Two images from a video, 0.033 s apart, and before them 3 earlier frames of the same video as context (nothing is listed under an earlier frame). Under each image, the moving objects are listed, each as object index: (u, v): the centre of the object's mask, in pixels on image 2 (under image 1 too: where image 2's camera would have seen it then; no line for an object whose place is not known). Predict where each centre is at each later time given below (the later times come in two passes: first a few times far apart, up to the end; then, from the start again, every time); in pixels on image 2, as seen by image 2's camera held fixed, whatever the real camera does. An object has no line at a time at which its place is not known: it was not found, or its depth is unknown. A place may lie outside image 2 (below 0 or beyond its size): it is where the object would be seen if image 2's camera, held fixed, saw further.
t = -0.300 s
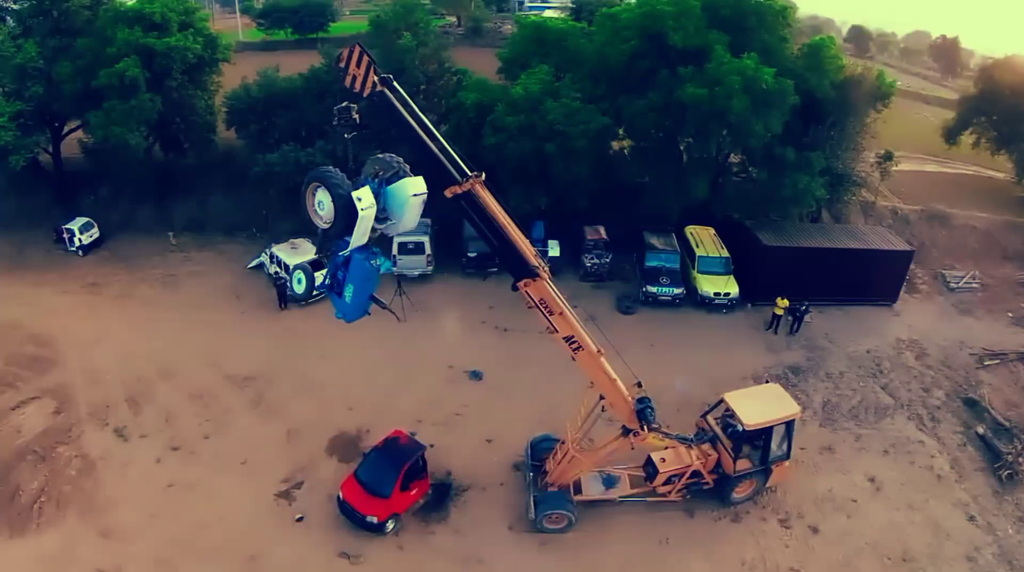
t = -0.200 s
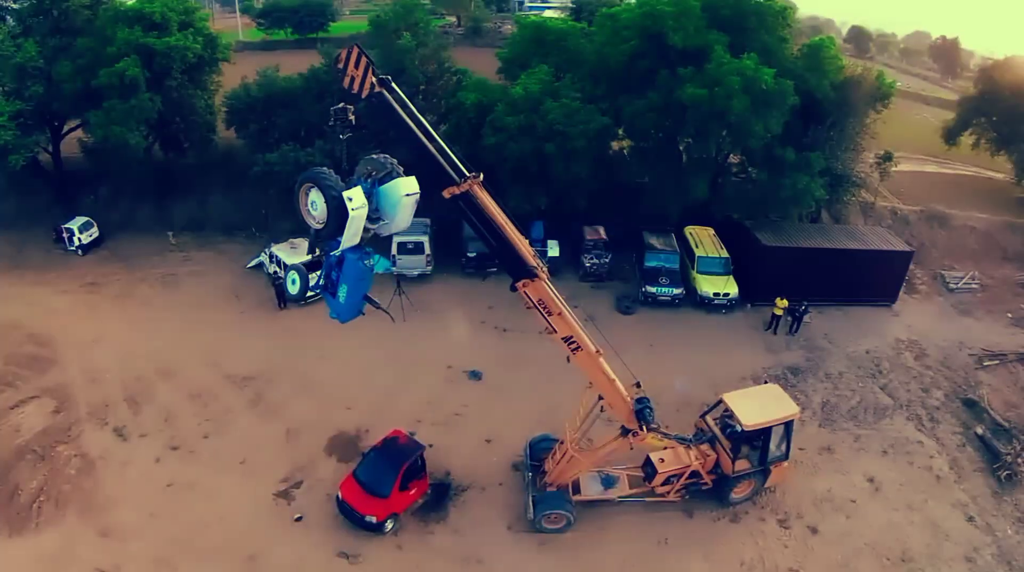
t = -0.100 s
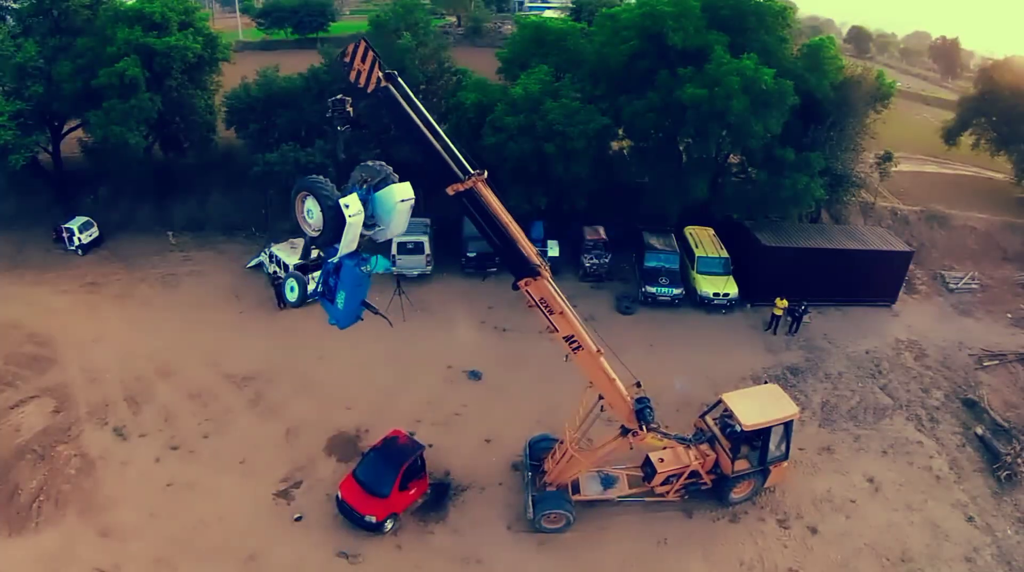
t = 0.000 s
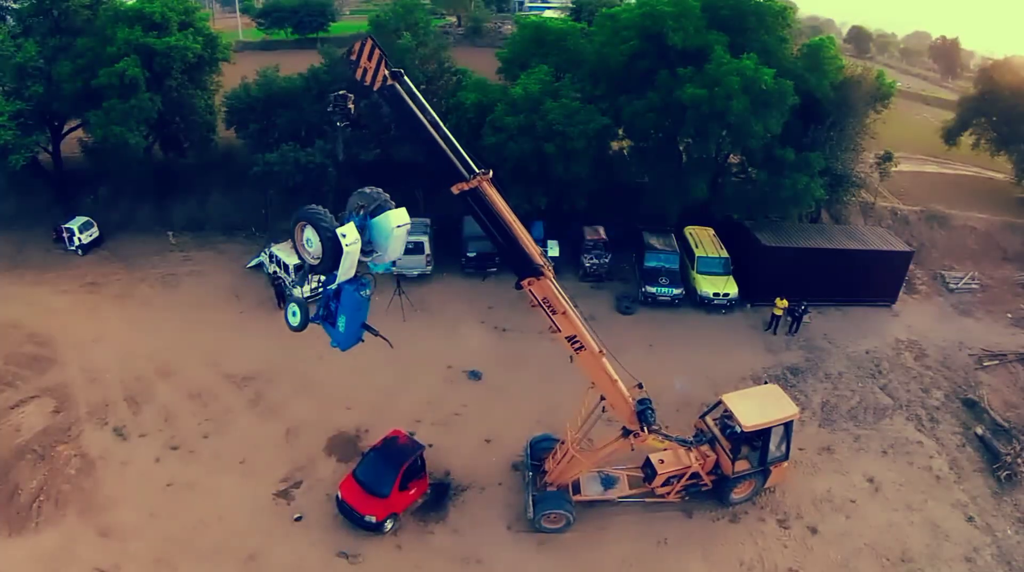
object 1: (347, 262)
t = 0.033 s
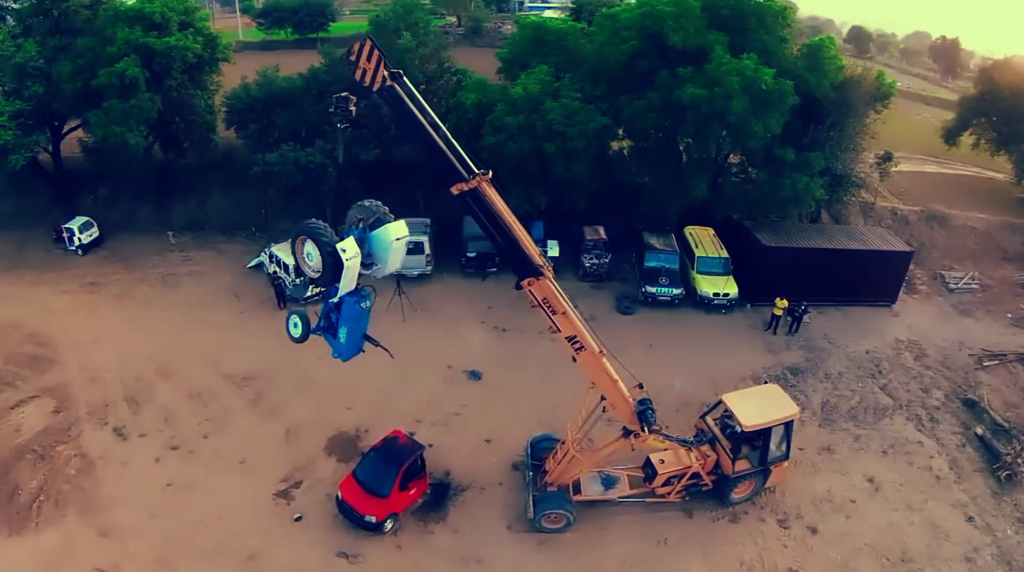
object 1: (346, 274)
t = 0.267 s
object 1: (356, 389)
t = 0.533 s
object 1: (359, 436)
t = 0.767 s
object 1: (353, 432)
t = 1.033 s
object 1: (323, 438)
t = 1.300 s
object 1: (303, 455)
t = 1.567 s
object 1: (281, 452)
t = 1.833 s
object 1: (263, 448)
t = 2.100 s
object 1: (279, 455)
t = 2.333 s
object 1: (280, 455)
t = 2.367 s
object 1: (280, 455)
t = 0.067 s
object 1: (347, 285)
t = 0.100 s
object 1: (346, 300)
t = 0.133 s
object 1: (348, 321)
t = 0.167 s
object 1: (350, 343)
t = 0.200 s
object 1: (352, 356)
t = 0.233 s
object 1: (354, 375)
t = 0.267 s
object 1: (356, 389)
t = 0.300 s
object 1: (358, 404)
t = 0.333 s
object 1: (359, 414)
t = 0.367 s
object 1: (361, 427)
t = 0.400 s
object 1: (362, 440)
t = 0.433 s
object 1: (362, 444)
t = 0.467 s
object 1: (362, 441)
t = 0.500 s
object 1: (361, 438)
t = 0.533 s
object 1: (359, 436)
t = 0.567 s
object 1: (358, 435)
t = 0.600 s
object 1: (358, 435)
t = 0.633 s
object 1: (357, 435)
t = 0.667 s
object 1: (356, 435)
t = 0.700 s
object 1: (356, 434)
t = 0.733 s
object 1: (354, 434)
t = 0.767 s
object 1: (353, 432)
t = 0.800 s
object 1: (351, 431)
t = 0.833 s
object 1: (343, 431)
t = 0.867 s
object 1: (340, 432)
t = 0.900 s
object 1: (336, 432)
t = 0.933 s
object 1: (333, 434)
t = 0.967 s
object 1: (330, 435)
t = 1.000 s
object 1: (327, 437)
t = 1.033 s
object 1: (323, 438)
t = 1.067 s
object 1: (323, 441)
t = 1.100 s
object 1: (320, 444)
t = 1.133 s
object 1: (318, 446)
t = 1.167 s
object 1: (316, 450)
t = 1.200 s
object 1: (311, 452)
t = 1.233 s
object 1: (314, 457)
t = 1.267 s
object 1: (311, 458)
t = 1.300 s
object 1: (303, 455)
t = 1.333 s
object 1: (300, 453)
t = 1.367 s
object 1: (297, 451)
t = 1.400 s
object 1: (295, 449)
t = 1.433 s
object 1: (292, 449)
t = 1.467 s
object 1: (287, 449)
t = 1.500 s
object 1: (285, 451)
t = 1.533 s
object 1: (283, 452)
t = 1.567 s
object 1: (281, 452)
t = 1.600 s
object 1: (279, 452)
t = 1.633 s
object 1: (278, 452)
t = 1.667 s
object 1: (277, 453)
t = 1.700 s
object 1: (276, 453)
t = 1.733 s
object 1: (277, 454)
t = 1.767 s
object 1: (275, 454)
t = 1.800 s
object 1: (275, 454)
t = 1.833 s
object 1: (263, 448)
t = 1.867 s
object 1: (263, 448)
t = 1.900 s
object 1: (277, 454)
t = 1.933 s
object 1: (277, 454)
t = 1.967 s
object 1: (277, 454)
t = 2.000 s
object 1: (277, 455)
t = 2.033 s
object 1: (278, 455)
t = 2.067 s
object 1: (278, 455)
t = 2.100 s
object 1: (279, 455)
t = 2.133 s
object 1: (279, 455)
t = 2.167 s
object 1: (280, 455)
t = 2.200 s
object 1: (280, 455)
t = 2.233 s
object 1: (280, 455)
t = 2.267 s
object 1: (280, 455)
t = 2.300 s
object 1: (280, 455)
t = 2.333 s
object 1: (280, 455)
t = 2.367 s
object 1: (280, 455)
